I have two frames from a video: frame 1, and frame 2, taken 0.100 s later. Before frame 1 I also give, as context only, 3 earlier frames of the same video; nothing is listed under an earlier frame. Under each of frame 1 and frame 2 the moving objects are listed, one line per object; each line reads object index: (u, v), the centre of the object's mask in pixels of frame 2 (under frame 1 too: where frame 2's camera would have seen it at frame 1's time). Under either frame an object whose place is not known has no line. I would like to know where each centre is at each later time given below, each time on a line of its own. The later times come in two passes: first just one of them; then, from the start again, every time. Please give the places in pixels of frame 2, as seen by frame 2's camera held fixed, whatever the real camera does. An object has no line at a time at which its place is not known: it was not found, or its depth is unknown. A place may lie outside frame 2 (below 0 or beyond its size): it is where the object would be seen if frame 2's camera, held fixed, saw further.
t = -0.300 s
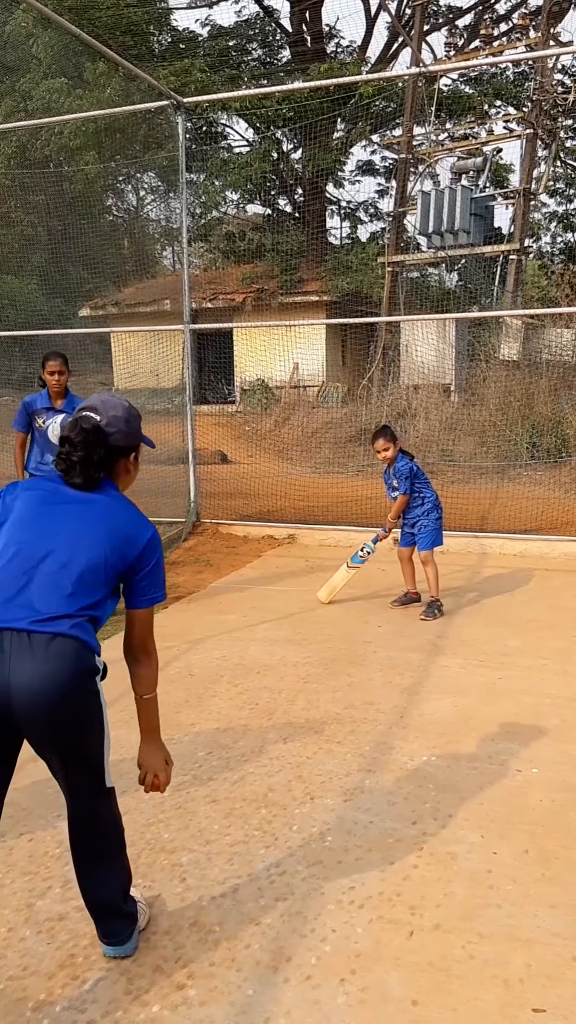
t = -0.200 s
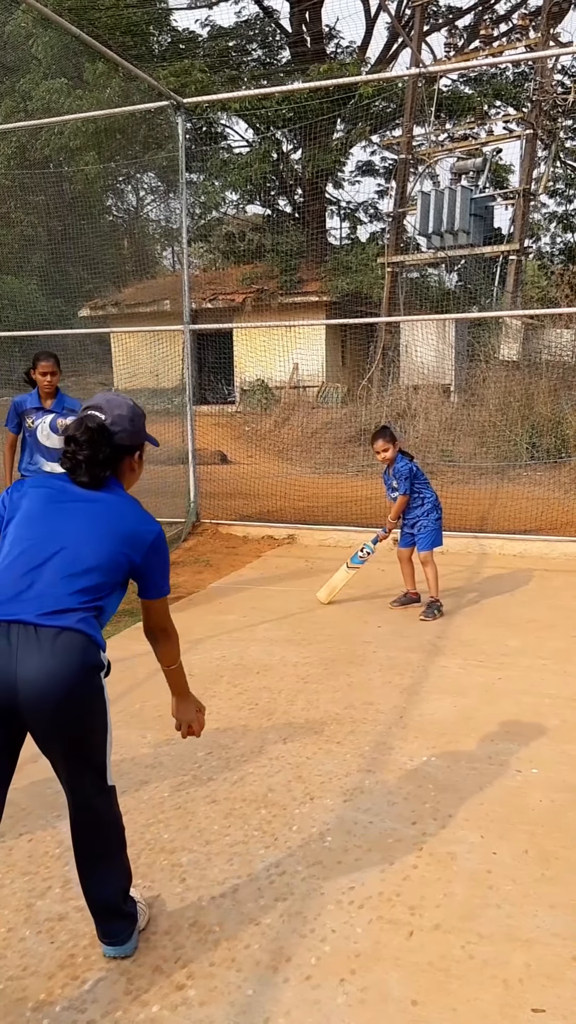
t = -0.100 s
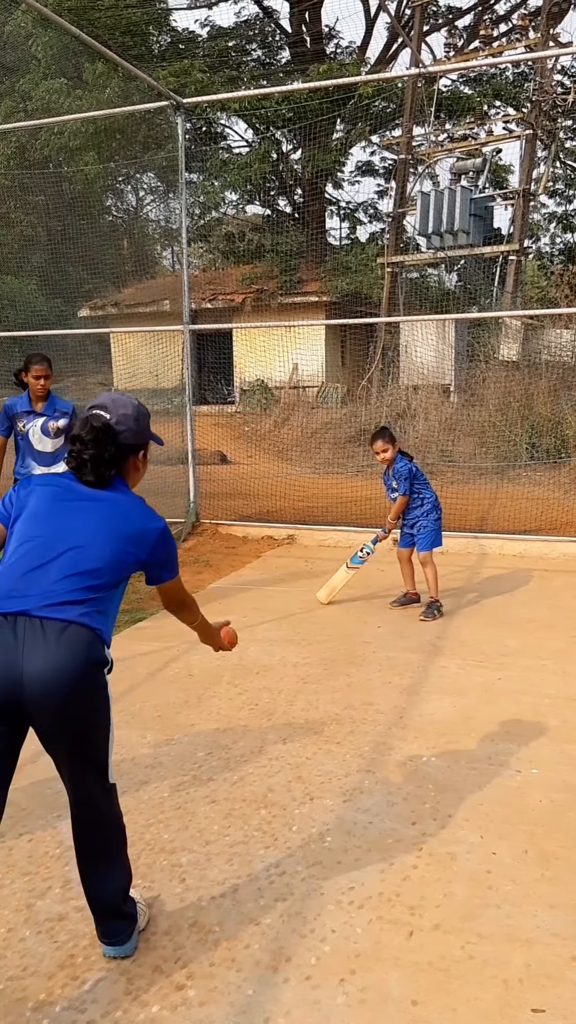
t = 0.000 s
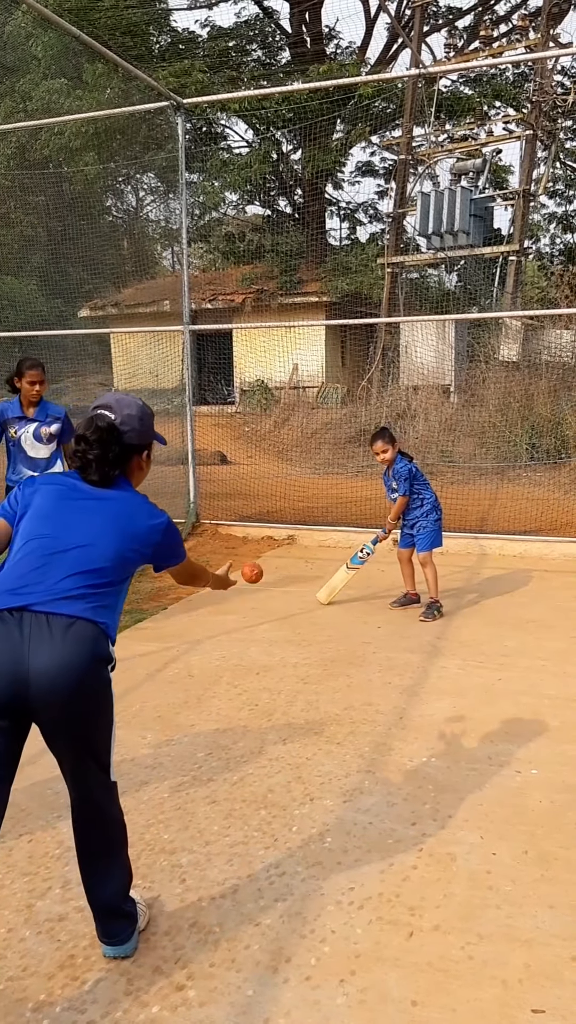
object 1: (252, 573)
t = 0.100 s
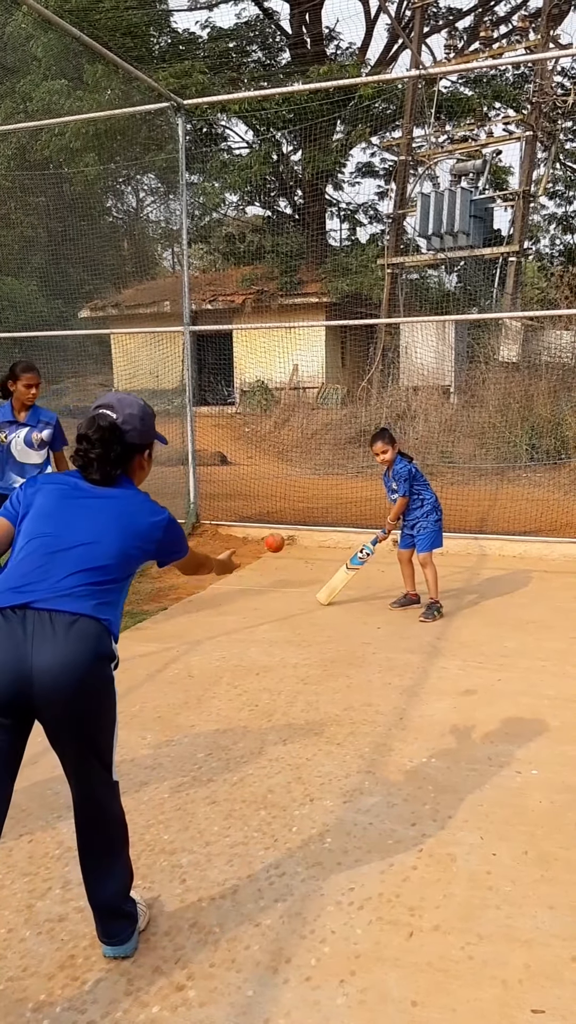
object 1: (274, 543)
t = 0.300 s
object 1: (312, 563)
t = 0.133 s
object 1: (281, 539)
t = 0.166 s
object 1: (288, 539)
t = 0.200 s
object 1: (294, 541)
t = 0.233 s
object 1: (300, 546)
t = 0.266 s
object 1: (306, 553)
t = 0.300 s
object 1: (312, 563)
